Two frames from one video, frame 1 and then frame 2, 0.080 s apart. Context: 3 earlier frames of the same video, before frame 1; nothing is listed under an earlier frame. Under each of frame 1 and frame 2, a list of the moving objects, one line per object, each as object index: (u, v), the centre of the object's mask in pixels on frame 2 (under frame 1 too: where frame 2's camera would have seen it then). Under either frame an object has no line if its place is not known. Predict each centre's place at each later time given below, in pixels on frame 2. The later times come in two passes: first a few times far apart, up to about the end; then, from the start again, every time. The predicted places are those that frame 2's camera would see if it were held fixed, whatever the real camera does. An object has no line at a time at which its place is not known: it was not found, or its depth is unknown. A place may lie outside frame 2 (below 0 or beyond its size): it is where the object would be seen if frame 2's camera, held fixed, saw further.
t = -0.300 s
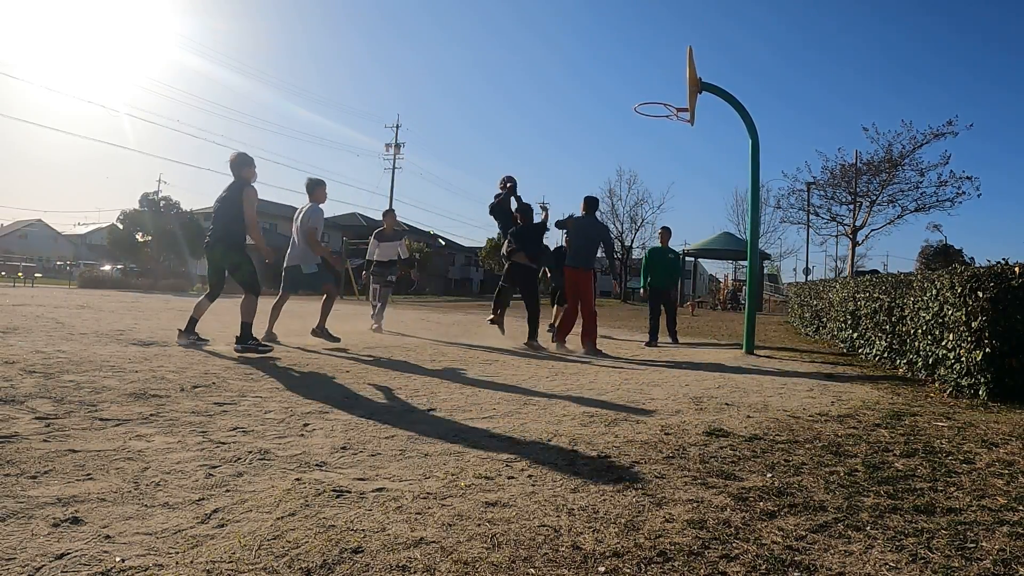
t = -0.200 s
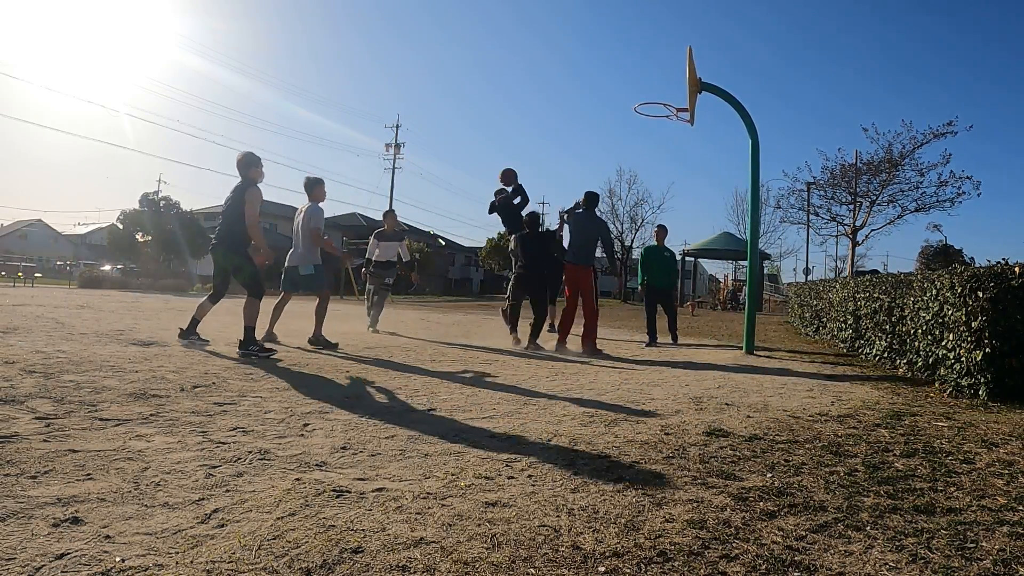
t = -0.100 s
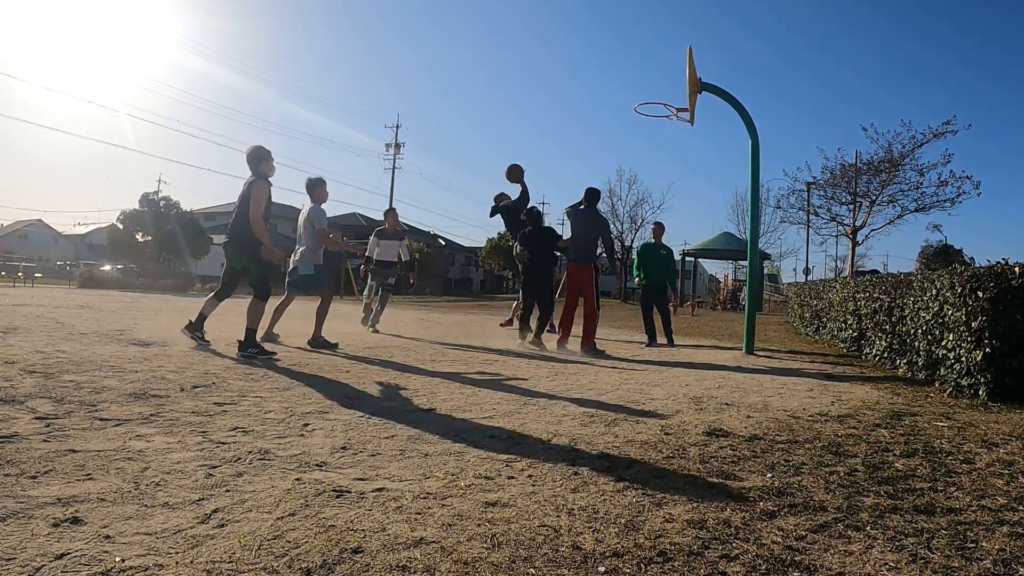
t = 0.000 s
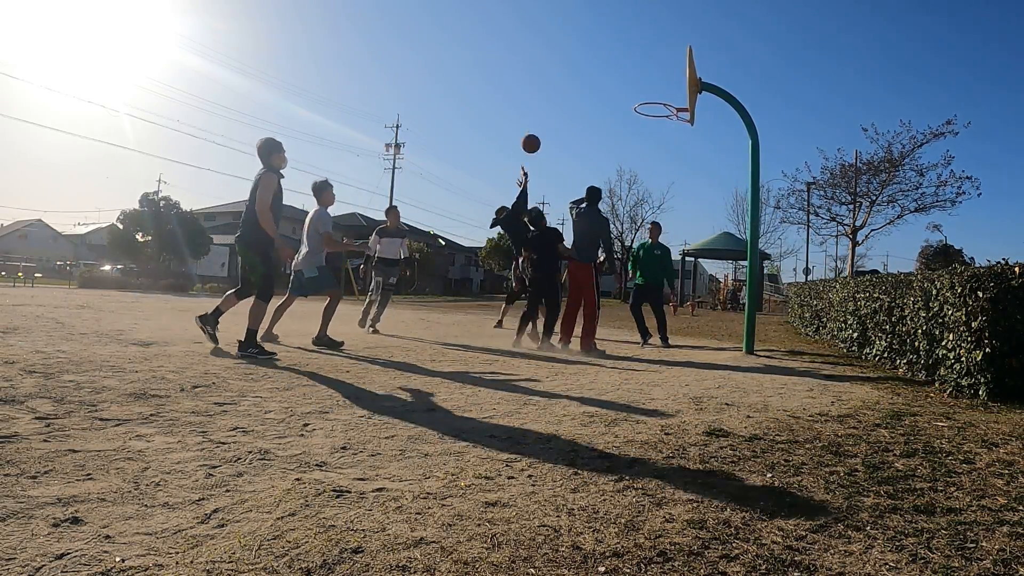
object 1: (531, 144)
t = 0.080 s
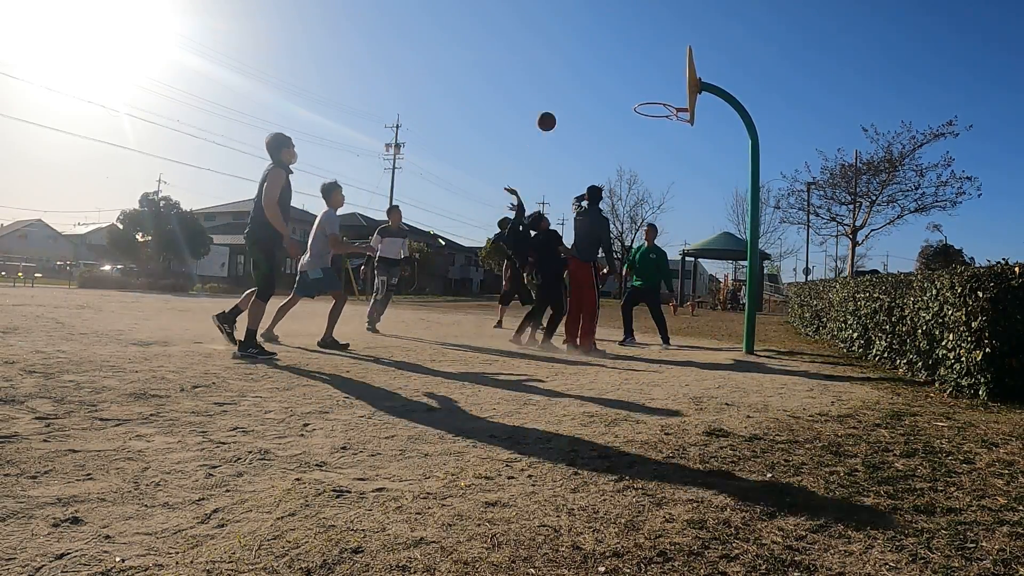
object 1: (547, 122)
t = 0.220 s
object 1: (573, 95)
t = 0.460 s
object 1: (617, 83)
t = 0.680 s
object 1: (656, 112)
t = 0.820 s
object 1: (681, 151)
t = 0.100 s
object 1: (550, 117)
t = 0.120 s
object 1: (554, 112)
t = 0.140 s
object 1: (558, 108)
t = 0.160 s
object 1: (562, 104)
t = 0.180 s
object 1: (565, 101)
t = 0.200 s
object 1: (569, 98)
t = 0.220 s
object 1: (573, 95)
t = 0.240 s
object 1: (577, 92)
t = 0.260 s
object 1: (580, 90)
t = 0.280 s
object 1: (584, 88)
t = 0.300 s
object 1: (588, 86)
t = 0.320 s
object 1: (591, 85)
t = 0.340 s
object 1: (595, 84)
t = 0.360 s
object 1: (599, 83)
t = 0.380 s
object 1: (602, 82)
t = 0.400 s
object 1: (606, 82)
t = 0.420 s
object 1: (610, 82)
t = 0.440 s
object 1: (613, 82)
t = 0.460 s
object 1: (617, 83)
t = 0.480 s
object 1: (621, 84)
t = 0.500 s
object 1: (624, 85)
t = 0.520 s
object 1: (628, 87)
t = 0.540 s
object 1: (631, 89)
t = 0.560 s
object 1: (635, 91)
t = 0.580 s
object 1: (638, 93)
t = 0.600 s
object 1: (642, 96)
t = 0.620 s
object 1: (646, 100)
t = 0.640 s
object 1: (649, 103)
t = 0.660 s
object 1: (653, 107)
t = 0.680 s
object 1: (656, 112)
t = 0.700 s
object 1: (660, 116)
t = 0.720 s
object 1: (663, 121)
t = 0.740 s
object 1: (667, 126)
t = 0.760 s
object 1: (671, 132)
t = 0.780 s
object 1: (674, 138)
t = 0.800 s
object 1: (678, 144)
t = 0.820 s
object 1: (681, 151)
